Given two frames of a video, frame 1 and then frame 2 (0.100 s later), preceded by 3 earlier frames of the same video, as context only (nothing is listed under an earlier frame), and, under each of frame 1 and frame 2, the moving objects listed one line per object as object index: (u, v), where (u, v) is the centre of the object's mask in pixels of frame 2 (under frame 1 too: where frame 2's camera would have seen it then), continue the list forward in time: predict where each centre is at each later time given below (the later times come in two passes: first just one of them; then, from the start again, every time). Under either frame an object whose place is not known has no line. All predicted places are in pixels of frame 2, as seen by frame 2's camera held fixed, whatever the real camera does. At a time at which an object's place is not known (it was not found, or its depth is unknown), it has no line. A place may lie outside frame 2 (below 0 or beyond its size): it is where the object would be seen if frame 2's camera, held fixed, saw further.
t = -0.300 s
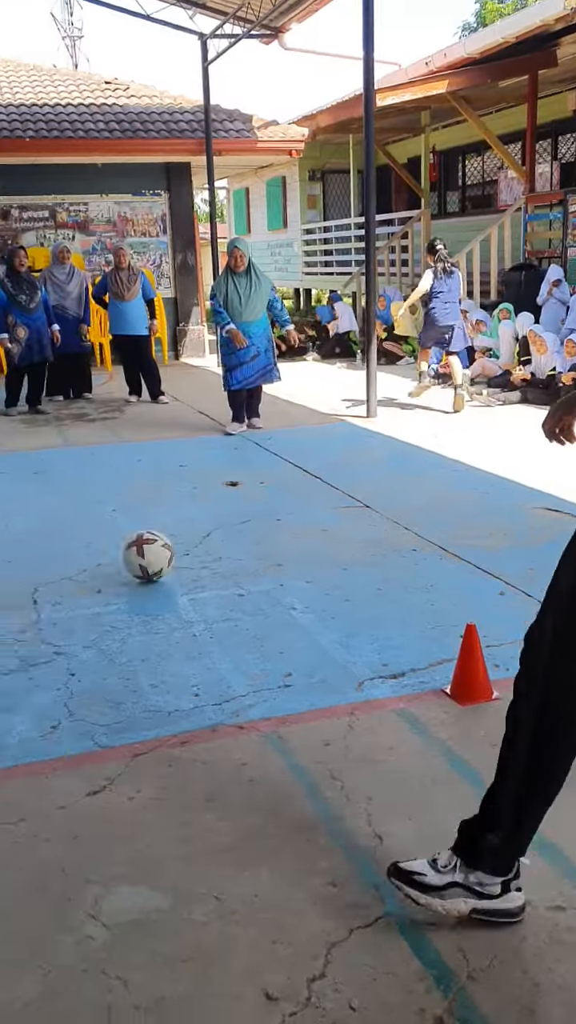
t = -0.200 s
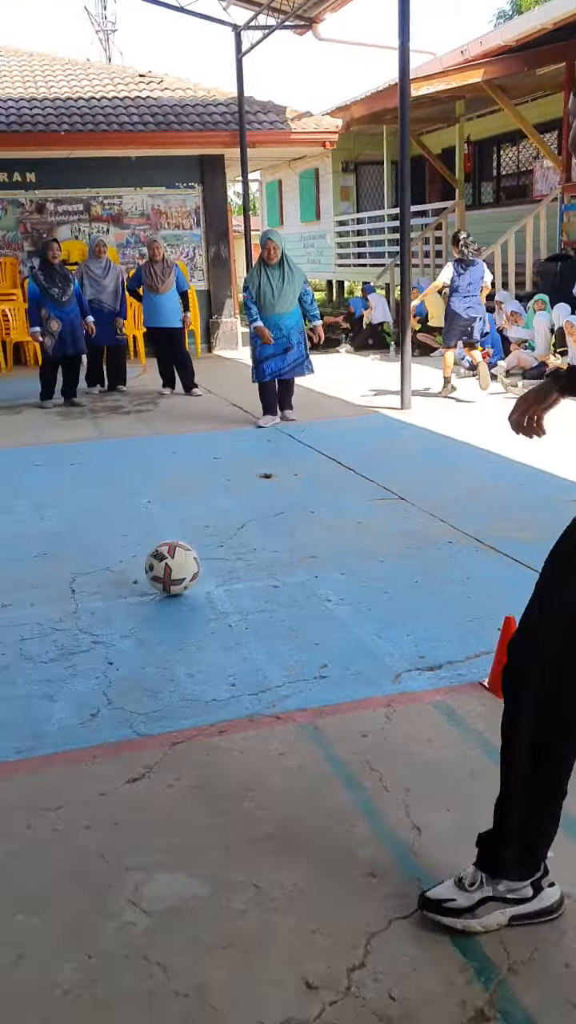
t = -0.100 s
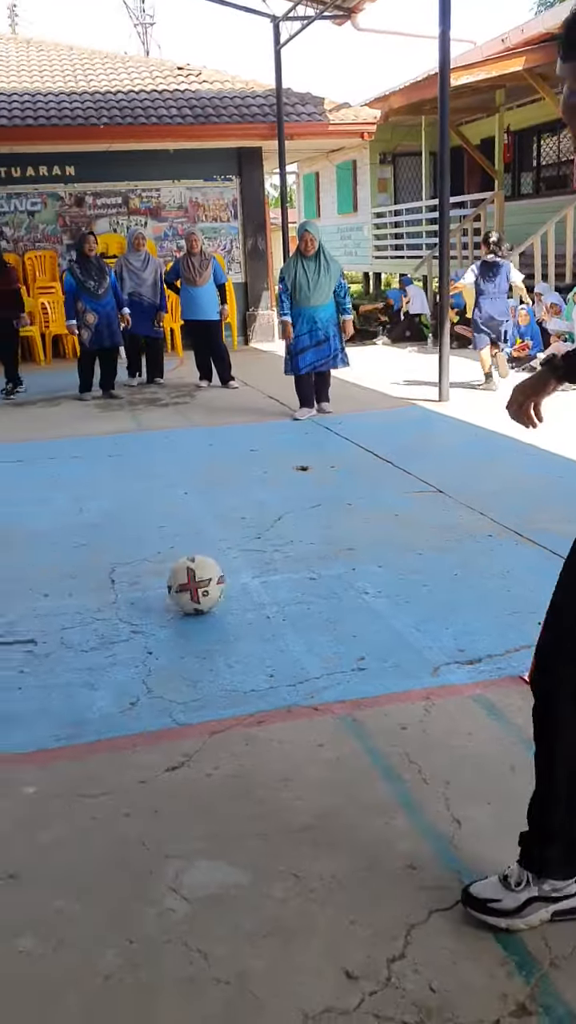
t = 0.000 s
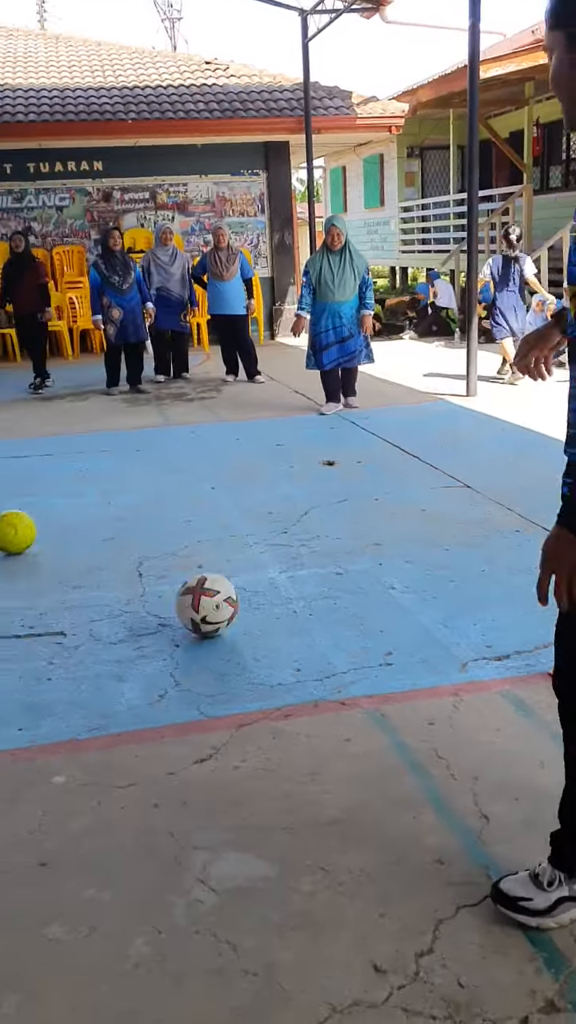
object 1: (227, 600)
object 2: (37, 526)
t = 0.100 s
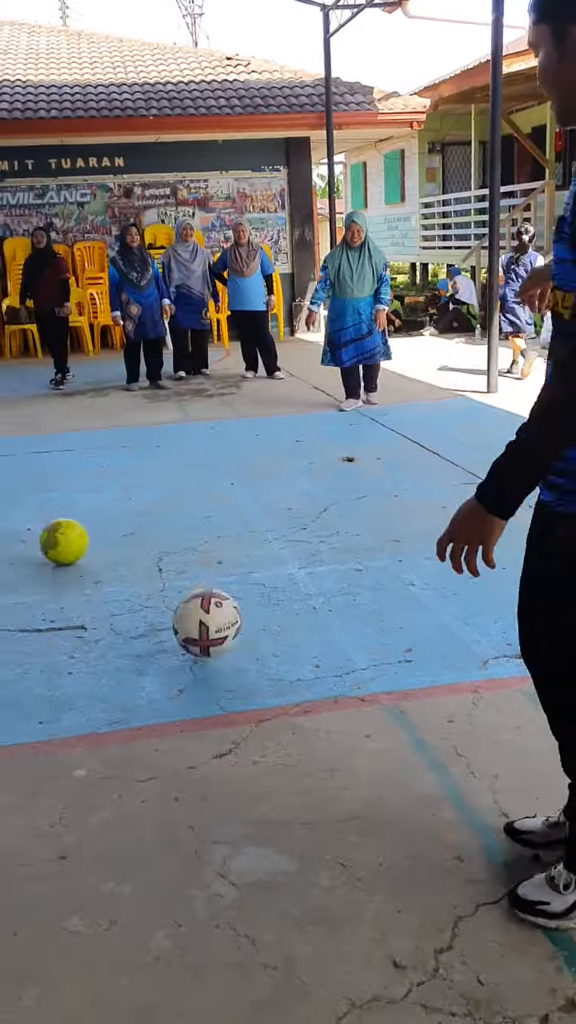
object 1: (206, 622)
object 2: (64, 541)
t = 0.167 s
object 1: (192, 653)
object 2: (85, 552)
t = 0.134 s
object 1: (200, 636)
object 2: (74, 546)
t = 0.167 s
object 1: (192, 653)
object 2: (85, 552)
